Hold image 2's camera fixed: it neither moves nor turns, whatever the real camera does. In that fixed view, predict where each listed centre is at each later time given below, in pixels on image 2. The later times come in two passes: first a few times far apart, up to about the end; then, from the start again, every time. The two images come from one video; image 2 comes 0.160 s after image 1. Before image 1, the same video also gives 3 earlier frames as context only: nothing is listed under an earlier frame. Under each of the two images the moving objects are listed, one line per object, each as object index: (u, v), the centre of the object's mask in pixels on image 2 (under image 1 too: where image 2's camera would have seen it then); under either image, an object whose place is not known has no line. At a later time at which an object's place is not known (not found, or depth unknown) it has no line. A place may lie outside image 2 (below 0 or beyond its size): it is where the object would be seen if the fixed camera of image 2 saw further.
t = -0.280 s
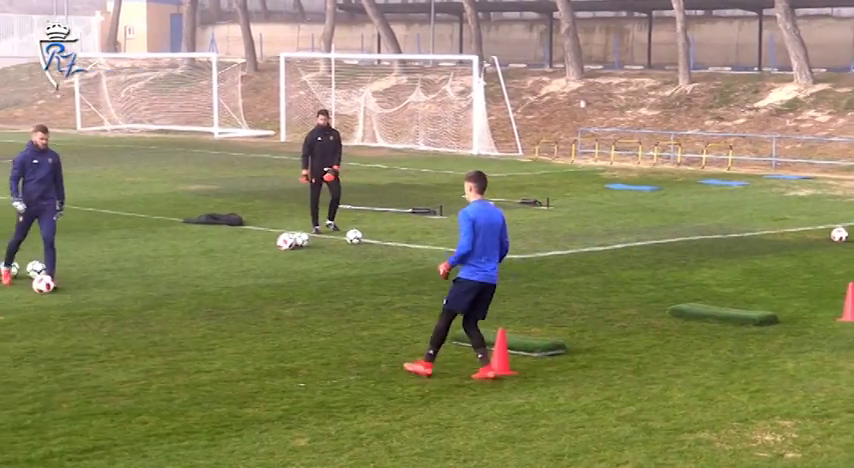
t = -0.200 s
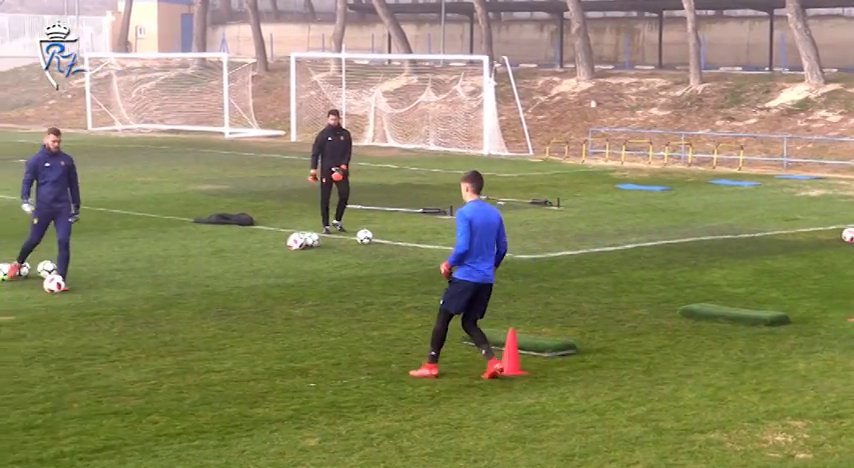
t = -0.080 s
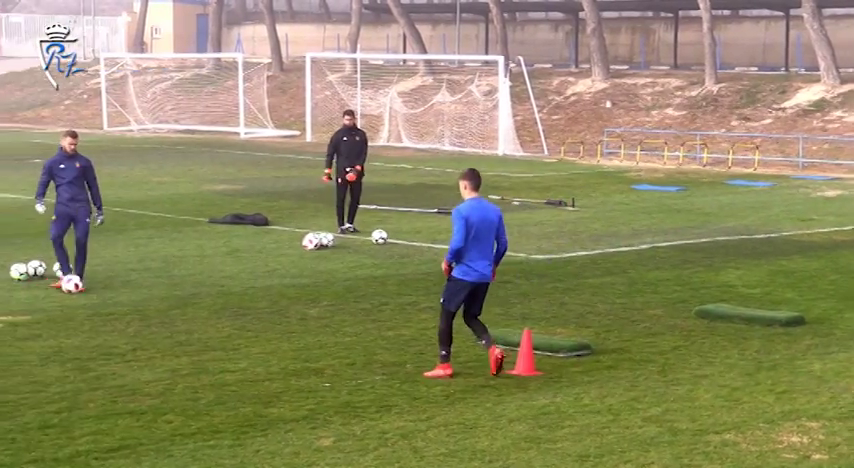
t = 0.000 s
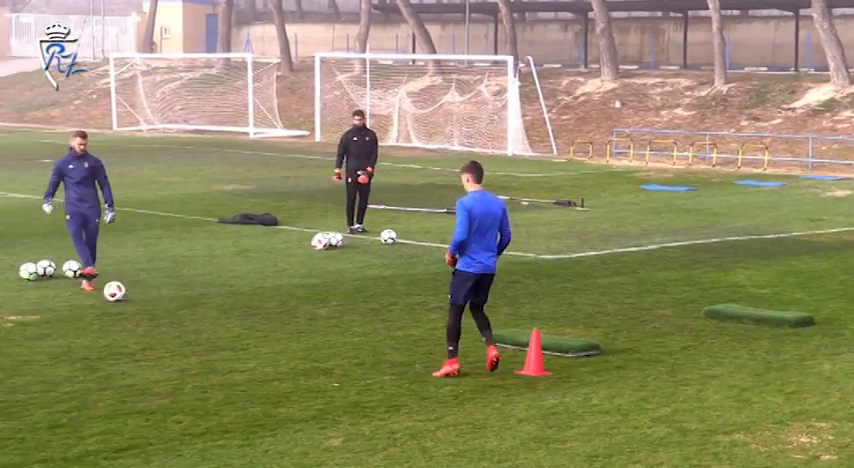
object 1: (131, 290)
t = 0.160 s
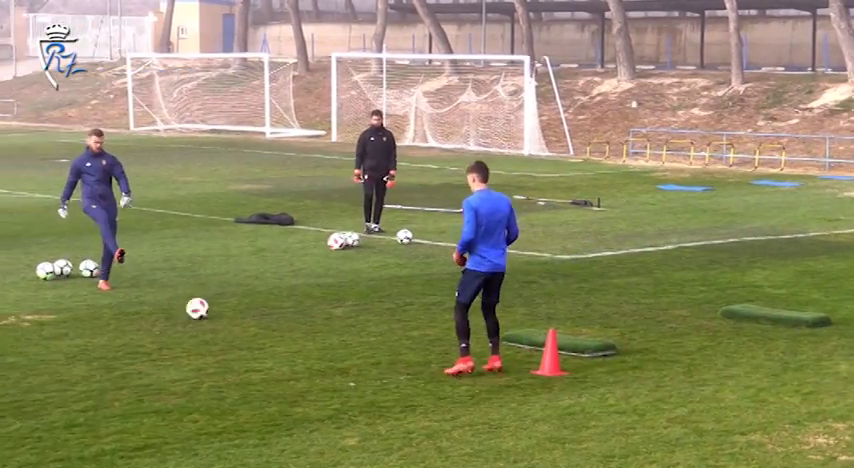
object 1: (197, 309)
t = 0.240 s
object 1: (229, 315)
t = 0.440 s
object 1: (308, 336)
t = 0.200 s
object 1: (213, 312)
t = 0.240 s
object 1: (229, 315)
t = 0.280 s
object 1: (245, 319)
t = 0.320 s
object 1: (261, 324)
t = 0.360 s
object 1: (277, 328)
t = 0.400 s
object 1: (293, 332)
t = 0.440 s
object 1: (308, 336)
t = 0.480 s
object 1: (323, 339)
